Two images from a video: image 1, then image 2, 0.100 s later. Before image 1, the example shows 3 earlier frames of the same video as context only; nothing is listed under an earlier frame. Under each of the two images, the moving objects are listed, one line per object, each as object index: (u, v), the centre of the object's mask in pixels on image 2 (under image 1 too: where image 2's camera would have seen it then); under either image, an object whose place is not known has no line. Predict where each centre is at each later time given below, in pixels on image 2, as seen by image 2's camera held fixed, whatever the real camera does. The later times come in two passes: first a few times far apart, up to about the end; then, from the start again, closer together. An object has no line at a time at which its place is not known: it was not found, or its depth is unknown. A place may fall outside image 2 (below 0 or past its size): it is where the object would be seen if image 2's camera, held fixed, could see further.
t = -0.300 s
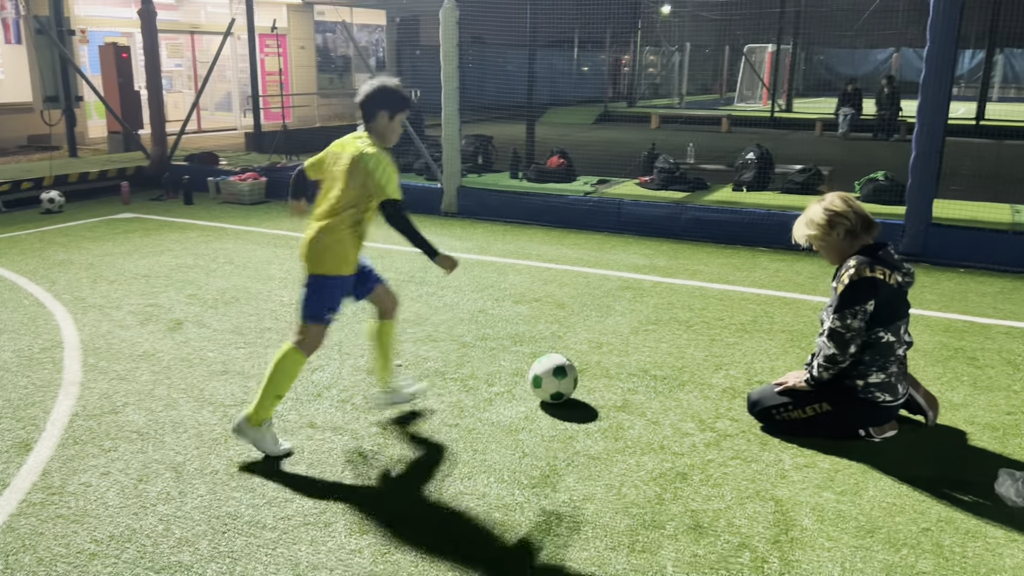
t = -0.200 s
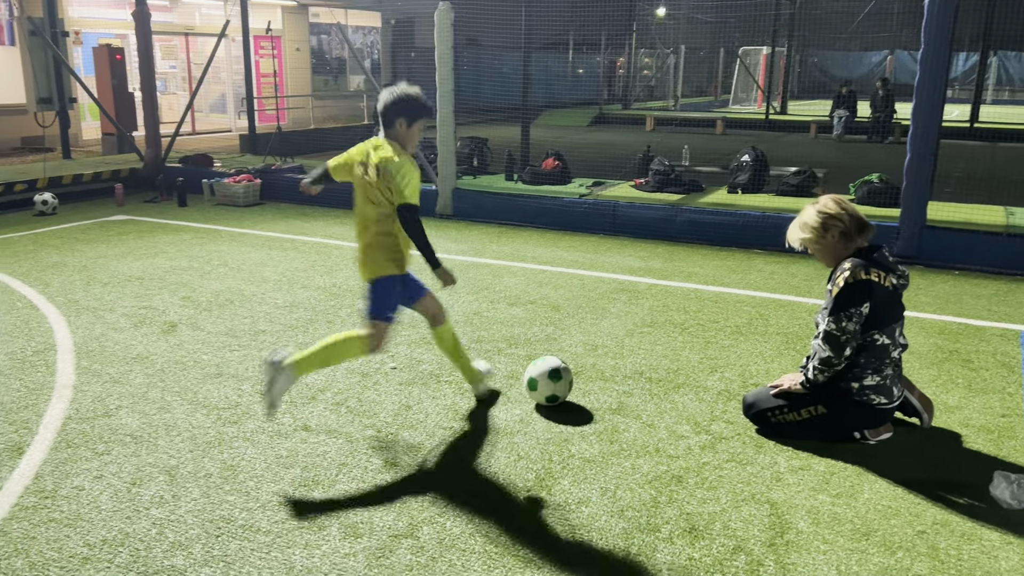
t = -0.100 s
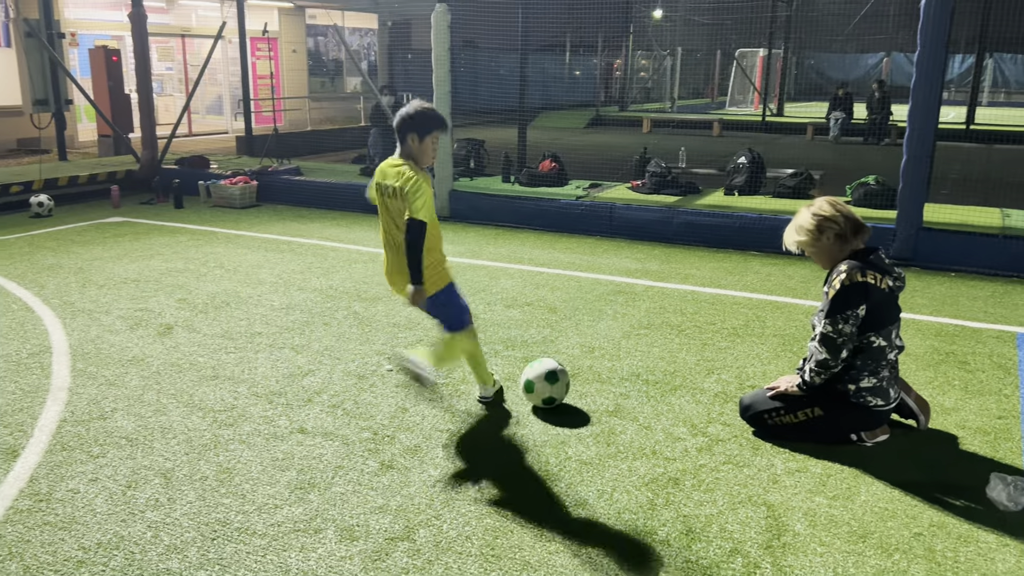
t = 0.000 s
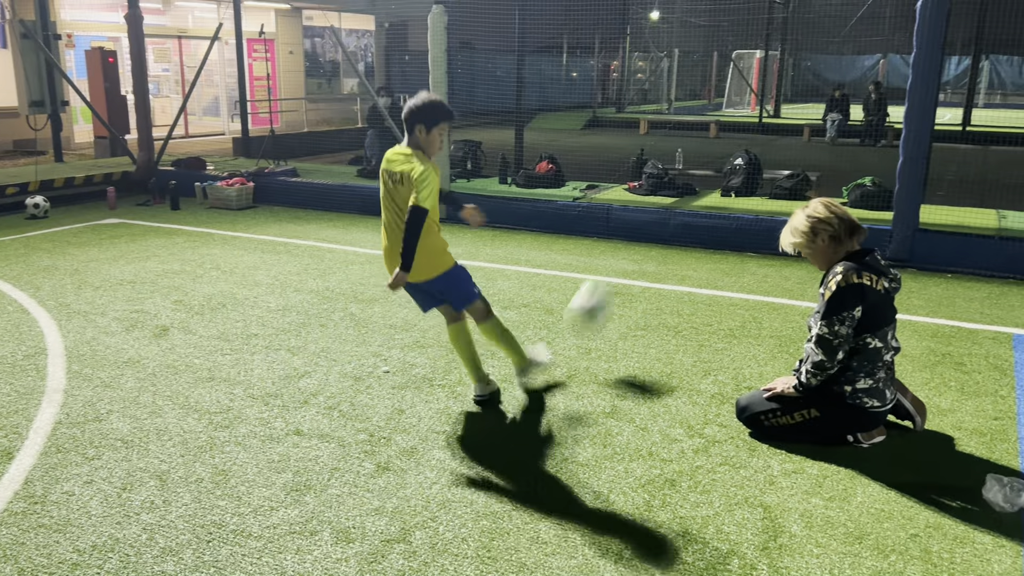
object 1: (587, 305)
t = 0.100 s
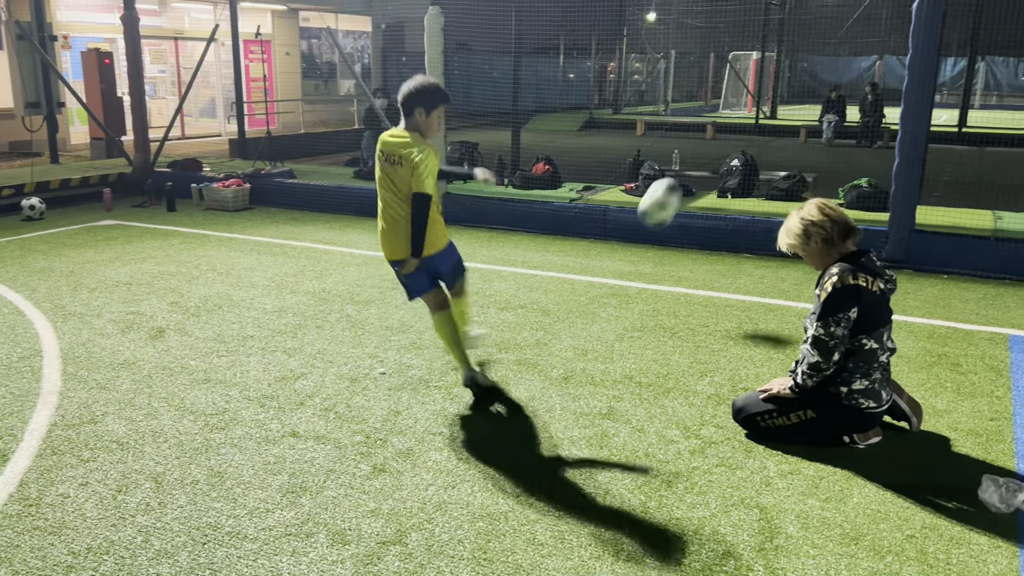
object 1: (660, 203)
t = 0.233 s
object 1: (722, 124)
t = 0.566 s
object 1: (726, 144)
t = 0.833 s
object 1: (678, 260)
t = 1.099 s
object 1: (642, 213)
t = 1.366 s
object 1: (596, 265)
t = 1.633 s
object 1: (542, 287)
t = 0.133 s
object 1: (679, 177)
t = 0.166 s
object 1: (695, 156)
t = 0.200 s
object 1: (710, 139)
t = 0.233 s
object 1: (722, 124)
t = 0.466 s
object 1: (741, 123)
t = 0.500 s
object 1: (736, 129)
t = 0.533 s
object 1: (731, 137)
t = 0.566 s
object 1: (726, 144)
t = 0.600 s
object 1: (720, 156)
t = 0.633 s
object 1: (714, 168)
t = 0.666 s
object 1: (709, 182)
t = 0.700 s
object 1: (702, 197)
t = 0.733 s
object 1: (696, 215)
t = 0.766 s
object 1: (690, 233)
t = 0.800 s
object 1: (683, 253)
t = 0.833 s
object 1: (678, 260)
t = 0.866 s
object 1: (674, 249)
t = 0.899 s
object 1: (670, 240)
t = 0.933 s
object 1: (665, 233)
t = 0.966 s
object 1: (661, 226)
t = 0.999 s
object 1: (657, 221)
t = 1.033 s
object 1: (652, 217)
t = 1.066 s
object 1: (647, 214)
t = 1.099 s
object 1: (642, 213)
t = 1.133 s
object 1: (637, 213)
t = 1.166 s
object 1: (631, 216)
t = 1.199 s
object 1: (625, 220)
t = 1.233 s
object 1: (620, 225)
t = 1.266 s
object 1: (614, 232)
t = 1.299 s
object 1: (608, 241)
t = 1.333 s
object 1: (602, 252)
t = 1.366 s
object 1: (596, 265)
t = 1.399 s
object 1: (589, 280)
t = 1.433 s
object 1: (582, 299)
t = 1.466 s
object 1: (575, 306)
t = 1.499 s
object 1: (570, 299)
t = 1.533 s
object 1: (563, 294)
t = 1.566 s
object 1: (555, 290)
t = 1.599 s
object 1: (550, 288)
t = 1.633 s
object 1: (542, 287)
